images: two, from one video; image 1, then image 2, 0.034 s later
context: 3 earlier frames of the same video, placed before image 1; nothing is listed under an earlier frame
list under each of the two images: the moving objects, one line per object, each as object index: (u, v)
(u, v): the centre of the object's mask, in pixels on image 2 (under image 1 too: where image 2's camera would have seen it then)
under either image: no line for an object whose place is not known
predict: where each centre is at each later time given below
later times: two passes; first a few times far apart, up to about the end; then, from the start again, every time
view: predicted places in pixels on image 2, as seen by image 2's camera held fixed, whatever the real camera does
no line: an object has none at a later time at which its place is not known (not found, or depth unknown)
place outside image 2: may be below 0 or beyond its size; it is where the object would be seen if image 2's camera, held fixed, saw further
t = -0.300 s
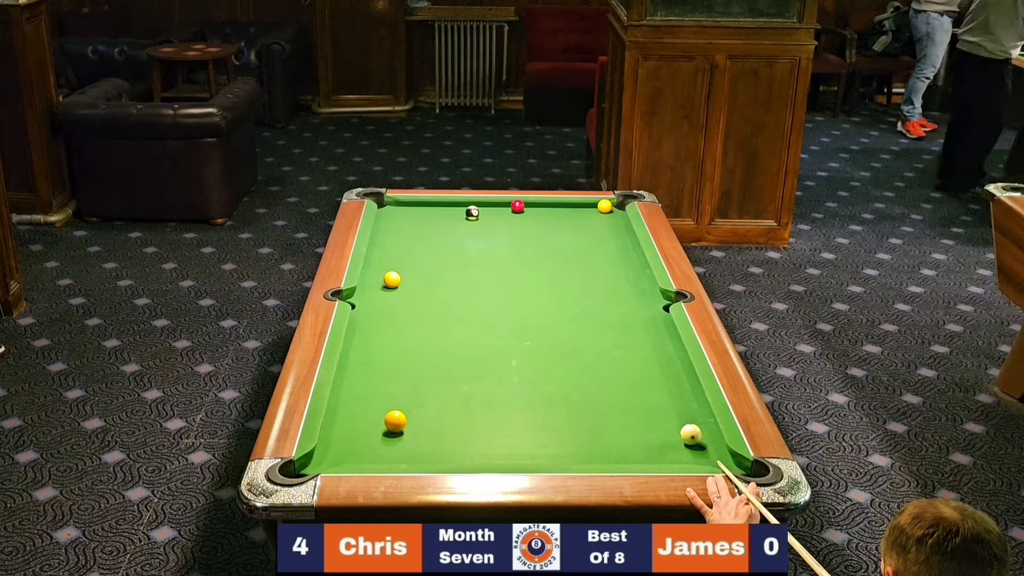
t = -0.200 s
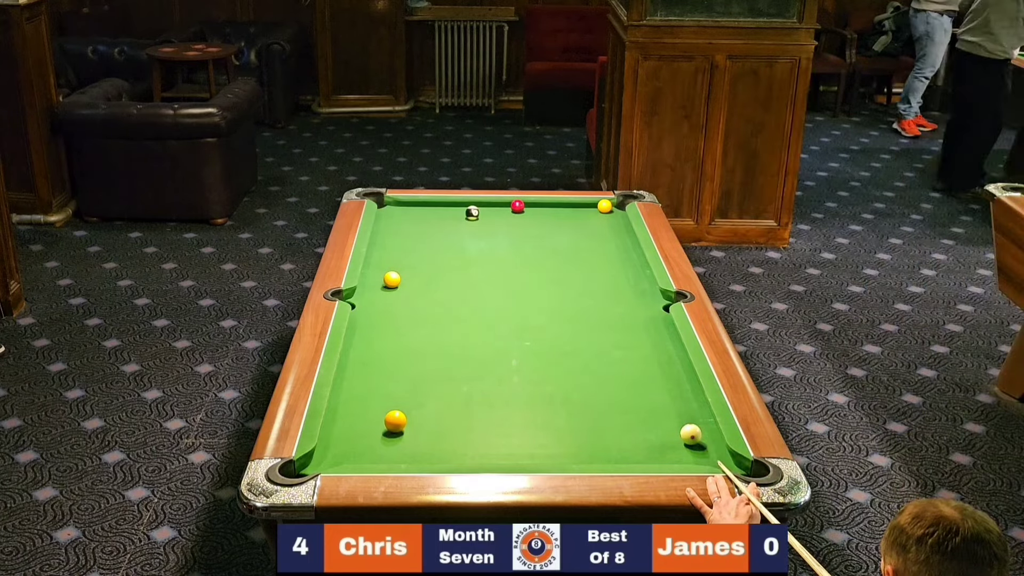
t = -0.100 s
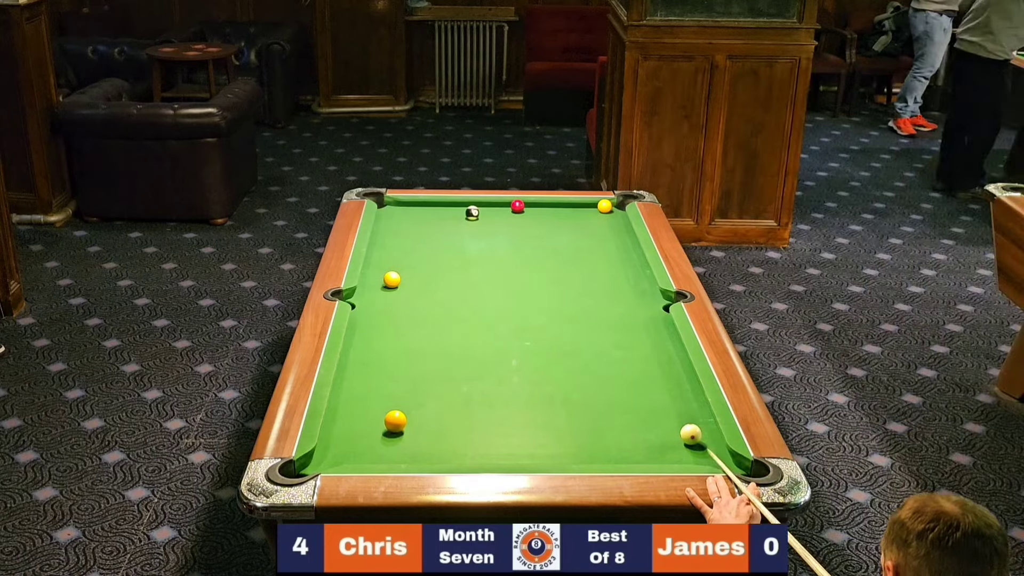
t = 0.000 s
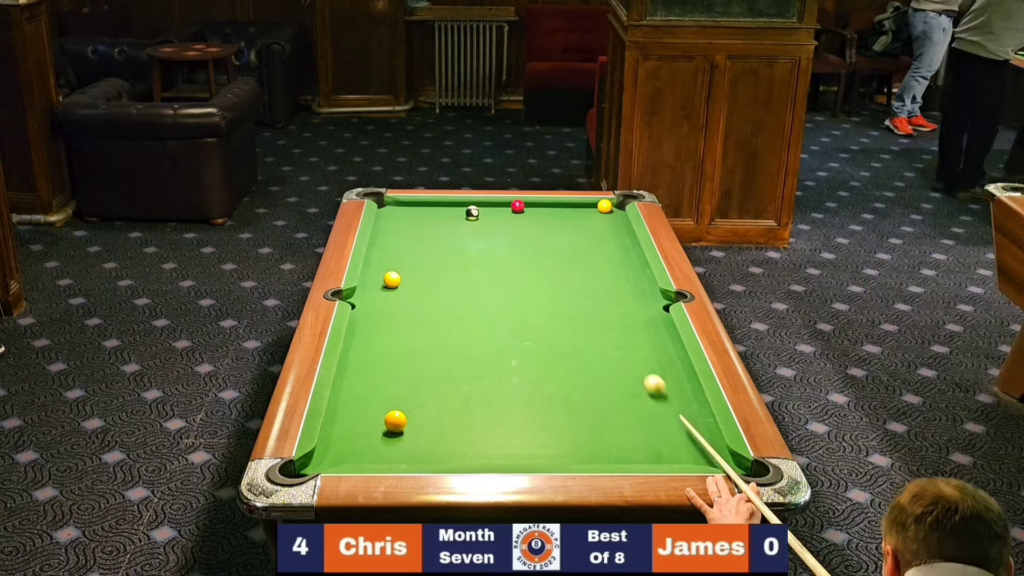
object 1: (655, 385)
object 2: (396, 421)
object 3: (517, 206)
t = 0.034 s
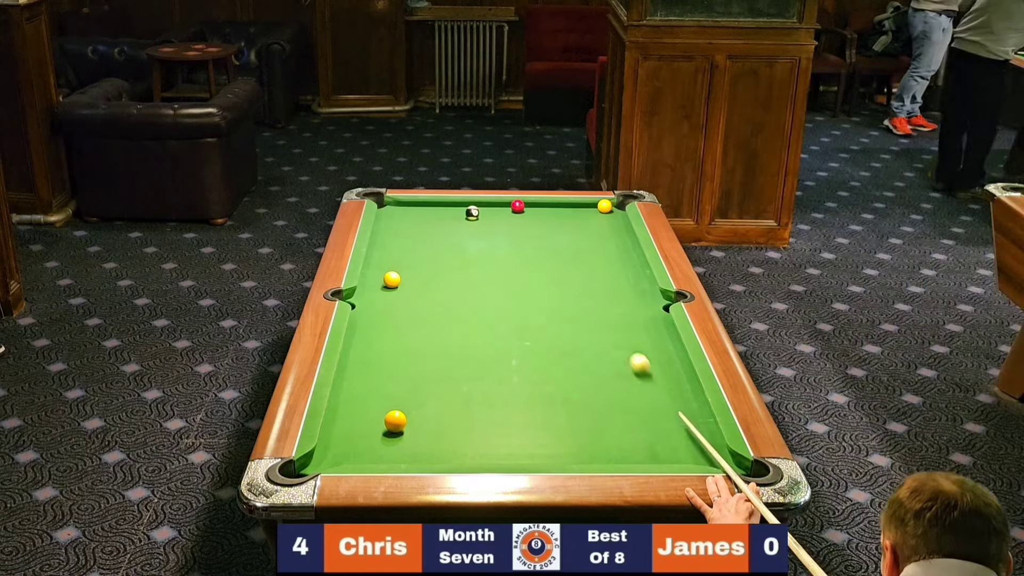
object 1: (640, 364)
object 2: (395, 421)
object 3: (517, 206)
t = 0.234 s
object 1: (572, 273)
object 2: (395, 421)
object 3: (518, 206)
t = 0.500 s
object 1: (543, 207)
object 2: (395, 421)
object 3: (503, 210)
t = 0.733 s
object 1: (590, 215)
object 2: (396, 421)
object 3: (469, 239)
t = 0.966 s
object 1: (623, 221)
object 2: (396, 421)
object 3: (434, 269)
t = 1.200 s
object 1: (602, 228)
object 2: (395, 421)
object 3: (394, 304)
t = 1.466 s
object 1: (579, 236)
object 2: (395, 421)
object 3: (358, 349)
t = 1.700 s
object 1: (560, 243)
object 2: (395, 421)
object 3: (378, 392)
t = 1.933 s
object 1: (541, 249)
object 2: (412, 445)
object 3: (384, 419)
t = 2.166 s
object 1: (522, 256)
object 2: (434, 450)
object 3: (382, 434)
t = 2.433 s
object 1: (502, 262)
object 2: (453, 424)
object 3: (381, 450)
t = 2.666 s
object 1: (485, 268)
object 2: (467, 405)
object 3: (380, 458)
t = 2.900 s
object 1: (469, 273)
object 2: (479, 388)
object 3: (394, 455)
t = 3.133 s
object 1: (455, 279)
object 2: (490, 373)
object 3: (406, 450)
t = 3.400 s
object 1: (439, 284)
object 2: (501, 357)
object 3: (417, 444)
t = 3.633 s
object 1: (427, 288)
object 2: (510, 345)
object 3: (425, 440)
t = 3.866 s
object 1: (416, 292)
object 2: (517, 334)
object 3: (431, 437)
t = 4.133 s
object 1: (405, 296)
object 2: (525, 324)
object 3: (435, 435)
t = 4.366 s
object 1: (397, 299)
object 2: (531, 316)
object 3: (437, 434)
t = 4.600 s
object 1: (391, 301)
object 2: (537, 308)
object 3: (437, 434)
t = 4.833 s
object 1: (386, 303)
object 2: (542, 302)
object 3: (437, 434)
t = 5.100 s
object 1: (383, 304)
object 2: (547, 296)
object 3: (437, 434)
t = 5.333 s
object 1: (382, 305)
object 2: (550, 291)
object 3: (437, 434)
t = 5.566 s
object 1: (381, 305)
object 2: (553, 287)
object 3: (437, 434)
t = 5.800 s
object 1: (381, 305)
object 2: (555, 284)
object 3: (437, 433)
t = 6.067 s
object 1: (381, 305)
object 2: (557, 281)
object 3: (438, 434)
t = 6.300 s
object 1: (381, 306)
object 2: (558, 280)
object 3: (437, 433)
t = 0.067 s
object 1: (626, 346)
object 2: (396, 421)
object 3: (517, 206)
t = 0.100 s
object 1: (614, 330)
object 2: (396, 421)
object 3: (517, 206)
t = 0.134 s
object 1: (602, 314)
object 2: (395, 421)
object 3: (517, 206)
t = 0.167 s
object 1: (592, 300)
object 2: (395, 421)
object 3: (518, 206)
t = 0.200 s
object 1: (582, 286)
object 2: (395, 421)
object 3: (517, 206)
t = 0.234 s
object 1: (572, 273)
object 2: (395, 421)
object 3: (518, 206)
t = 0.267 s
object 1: (563, 262)
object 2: (396, 421)
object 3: (518, 206)
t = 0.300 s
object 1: (555, 250)
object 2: (395, 421)
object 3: (518, 206)
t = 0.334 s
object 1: (547, 240)
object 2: (395, 421)
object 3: (518, 206)
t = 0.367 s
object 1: (540, 229)
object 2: (395, 421)
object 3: (518, 206)
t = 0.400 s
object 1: (532, 220)
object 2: (395, 421)
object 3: (518, 206)
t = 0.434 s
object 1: (526, 210)
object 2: (395, 421)
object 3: (516, 206)
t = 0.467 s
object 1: (535, 209)
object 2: (395, 421)
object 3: (509, 206)
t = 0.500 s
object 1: (543, 207)
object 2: (395, 421)
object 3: (503, 210)
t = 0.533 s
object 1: (551, 205)
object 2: (395, 421)
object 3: (498, 215)
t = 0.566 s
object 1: (559, 206)
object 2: (396, 421)
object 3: (493, 219)
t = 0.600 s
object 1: (566, 208)
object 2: (395, 421)
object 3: (488, 223)
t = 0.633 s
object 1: (573, 210)
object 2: (396, 421)
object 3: (483, 227)
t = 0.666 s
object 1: (579, 212)
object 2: (395, 421)
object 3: (479, 231)
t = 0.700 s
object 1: (585, 214)
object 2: (396, 421)
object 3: (474, 235)
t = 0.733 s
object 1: (590, 215)
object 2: (396, 421)
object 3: (469, 239)
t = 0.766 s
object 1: (595, 216)
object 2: (395, 421)
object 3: (465, 243)
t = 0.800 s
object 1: (600, 217)
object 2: (395, 421)
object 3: (460, 248)
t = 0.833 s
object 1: (605, 218)
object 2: (396, 421)
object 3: (455, 252)
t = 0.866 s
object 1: (610, 219)
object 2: (395, 421)
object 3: (450, 256)
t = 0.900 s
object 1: (615, 220)
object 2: (396, 421)
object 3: (445, 260)
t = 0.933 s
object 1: (620, 220)
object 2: (395, 421)
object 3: (439, 265)
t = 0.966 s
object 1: (623, 221)
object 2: (396, 421)
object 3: (434, 269)
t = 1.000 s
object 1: (620, 222)
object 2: (395, 421)
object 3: (429, 274)
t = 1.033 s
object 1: (617, 223)
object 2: (395, 421)
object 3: (423, 279)
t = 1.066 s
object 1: (614, 224)
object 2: (395, 421)
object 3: (418, 284)
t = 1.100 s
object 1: (611, 225)
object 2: (396, 421)
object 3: (412, 288)
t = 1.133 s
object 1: (608, 226)
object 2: (396, 421)
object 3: (406, 294)
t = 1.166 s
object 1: (605, 227)
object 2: (395, 421)
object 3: (400, 299)
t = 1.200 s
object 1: (602, 228)
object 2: (395, 421)
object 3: (394, 304)
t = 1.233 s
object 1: (599, 229)
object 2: (395, 421)
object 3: (388, 309)
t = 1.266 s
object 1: (596, 230)
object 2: (396, 421)
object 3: (381, 315)
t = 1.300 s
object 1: (594, 231)
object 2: (395, 421)
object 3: (375, 320)
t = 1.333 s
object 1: (591, 232)
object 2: (396, 421)
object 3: (368, 326)
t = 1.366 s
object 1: (588, 233)
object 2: (395, 421)
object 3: (361, 332)
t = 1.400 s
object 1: (585, 234)
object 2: (396, 421)
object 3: (354, 338)
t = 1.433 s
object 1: (582, 235)
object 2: (396, 421)
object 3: (355, 344)
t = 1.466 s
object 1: (579, 236)
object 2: (395, 421)
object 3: (358, 349)
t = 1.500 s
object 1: (576, 237)
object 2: (395, 421)
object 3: (361, 355)
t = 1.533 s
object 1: (573, 238)
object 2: (395, 421)
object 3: (364, 361)
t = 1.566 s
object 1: (571, 239)
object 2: (395, 421)
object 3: (366, 367)
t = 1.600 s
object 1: (568, 240)
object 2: (396, 421)
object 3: (369, 373)
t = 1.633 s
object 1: (565, 241)
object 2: (395, 421)
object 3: (372, 379)
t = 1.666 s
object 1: (563, 242)
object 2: (395, 421)
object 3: (375, 386)
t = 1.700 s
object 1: (560, 243)
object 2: (395, 421)
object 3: (378, 392)
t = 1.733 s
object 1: (557, 244)
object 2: (396, 421)
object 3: (381, 399)
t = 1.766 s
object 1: (554, 245)
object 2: (395, 421)
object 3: (383, 405)
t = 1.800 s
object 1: (551, 245)
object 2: (396, 422)
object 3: (385, 410)
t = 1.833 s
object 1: (549, 246)
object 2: (400, 428)
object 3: (385, 413)
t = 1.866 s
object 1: (546, 247)
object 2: (405, 434)
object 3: (385, 415)
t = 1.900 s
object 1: (543, 248)
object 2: (409, 440)
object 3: (384, 417)
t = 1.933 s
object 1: (541, 249)
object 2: (412, 445)
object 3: (384, 419)
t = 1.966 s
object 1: (538, 250)
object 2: (415, 450)
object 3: (384, 421)
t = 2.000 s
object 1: (535, 251)
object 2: (419, 454)
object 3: (384, 423)
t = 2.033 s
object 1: (533, 252)
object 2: (423, 457)
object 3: (383, 425)
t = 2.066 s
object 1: (530, 253)
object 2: (426, 457)
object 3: (383, 427)
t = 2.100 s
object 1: (527, 254)
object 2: (429, 455)
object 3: (383, 429)
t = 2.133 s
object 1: (525, 255)
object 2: (431, 453)
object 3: (383, 431)
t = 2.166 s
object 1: (522, 256)
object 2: (434, 450)
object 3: (382, 434)
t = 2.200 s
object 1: (520, 256)
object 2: (436, 446)
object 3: (382, 436)
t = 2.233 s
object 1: (517, 257)
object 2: (439, 443)
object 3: (382, 438)
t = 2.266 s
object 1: (514, 258)
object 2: (441, 440)
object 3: (382, 440)
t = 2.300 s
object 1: (512, 259)
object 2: (443, 437)
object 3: (381, 442)
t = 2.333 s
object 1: (509, 260)
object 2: (446, 434)
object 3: (381, 444)
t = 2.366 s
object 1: (507, 261)
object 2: (448, 431)
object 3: (381, 446)
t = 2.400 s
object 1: (504, 262)
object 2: (450, 428)
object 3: (381, 448)
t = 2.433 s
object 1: (502, 262)
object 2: (453, 424)
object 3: (381, 450)
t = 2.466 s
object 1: (500, 263)
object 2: (455, 422)
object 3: (380, 452)
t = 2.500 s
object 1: (497, 264)
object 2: (457, 419)
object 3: (380, 453)
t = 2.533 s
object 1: (495, 265)
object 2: (459, 416)
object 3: (380, 454)
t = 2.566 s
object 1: (492, 266)
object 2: (461, 413)
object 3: (379, 456)
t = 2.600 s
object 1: (490, 267)
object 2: (463, 411)
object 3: (379, 457)
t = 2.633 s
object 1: (488, 267)
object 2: (465, 408)
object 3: (379, 458)
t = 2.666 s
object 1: (485, 268)
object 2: (467, 405)
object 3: (380, 458)
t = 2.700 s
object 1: (483, 269)
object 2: (468, 403)
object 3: (382, 458)
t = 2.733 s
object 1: (481, 270)
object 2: (470, 400)
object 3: (384, 457)
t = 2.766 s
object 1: (478, 270)
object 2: (472, 398)
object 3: (386, 457)
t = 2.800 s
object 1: (476, 271)
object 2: (474, 395)
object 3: (388, 456)
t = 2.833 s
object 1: (474, 272)
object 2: (475, 393)
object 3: (390, 456)
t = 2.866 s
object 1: (472, 273)
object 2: (477, 390)
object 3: (392, 455)
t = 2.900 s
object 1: (469, 273)
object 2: (479, 388)
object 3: (394, 455)
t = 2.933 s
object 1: (467, 274)
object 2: (481, 386)
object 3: (396, 454)
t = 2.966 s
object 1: (465, 275)
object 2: (482, 384)
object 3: (398, 453)
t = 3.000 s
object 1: (463, 276)
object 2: (484, 381)
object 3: (399, 453)
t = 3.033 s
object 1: (461, 276)
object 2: (485, 379)
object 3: (401, 452)
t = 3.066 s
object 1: (459, 277)
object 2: (487, 377)
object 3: (403, 452)
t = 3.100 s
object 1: (457, 278)
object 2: (488, 375)
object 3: (405, 451)
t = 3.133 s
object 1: (455, 279)
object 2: (490, 373)
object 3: (406, 450)
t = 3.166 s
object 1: (453, 279)
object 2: (491, 371)
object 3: (408, 449)
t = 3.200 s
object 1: (451, 280)
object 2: (493, 368)
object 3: (409, 448)
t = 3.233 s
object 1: (449, 280)
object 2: (494, 366)
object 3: (411, 447)
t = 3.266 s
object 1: (447, 281)
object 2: (496, 365)
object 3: (412, 447)
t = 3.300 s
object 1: (445, 282)
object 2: (497, 363)
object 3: (414, 446)
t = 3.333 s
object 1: (443, 283)
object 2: (499, 361)
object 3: (415, 445)
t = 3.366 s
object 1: (441, 283)
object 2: (500, 359)
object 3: (416, 444)
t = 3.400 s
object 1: (439, 284)
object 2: (501, 357)
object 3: (417, 444)
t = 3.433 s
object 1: (437, 284)
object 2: (502, 355)
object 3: (419, 443)
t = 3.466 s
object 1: (435, 285)
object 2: (504, 353)
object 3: (420, 442)
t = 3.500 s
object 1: (433, 286)
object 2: (505, 352)
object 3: (421, 442)
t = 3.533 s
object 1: (432, 286)
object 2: (506, 350)
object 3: (422, 441)
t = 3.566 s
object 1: (430, 287)
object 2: (507, 349)
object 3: (423, 441)
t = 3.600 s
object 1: (428, 288)
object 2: (508, 347)
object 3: (424, 440)
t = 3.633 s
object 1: (427, 288)
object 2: (510, 345)
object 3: (425, 440)
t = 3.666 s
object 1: (425, 289)
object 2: (511, 343)
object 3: (426, 439)
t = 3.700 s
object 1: (423, 289)
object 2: (512, 342)
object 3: (427, 439)
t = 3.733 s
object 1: (422, 290)
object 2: (513, 340)
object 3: (428, 438)
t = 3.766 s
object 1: (420, 290)
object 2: (514, 339)
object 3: (429, 438)
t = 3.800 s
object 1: (419, 291)
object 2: (515, 338)
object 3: (429, 438)
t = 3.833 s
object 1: (417, 291)
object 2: (516, 336)
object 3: (430, 437)
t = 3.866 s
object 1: (416, 292)
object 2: (517, 334)
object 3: (431, 437)
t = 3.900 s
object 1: (414, 292)
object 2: (519, 333)
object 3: (431, 436)
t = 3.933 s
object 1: (413, 293)
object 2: (520, 332)
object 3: (432, 436)
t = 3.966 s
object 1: (412, 294)
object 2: (521, 330)
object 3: (433, 436)
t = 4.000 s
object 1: (410, 294)
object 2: (522, 329)
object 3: (433, 435)
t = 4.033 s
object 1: (409, 294)
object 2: (522, 328)
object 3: (434, 435)
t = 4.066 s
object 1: (408, 295)
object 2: (523, 327)
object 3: (434, 435)
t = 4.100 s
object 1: (406, 295)
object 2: (524, 325)
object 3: (435, 435)
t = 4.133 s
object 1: (405, 296)
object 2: (525, 324)
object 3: (435, 435)
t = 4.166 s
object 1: (404, 296)
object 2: (526, 322)
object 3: (436, 434)
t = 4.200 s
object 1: (403, 297)
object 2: (527, 321)
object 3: (436, 434)
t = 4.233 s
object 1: (402, 297)
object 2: (528, 320)
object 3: (436, 434)
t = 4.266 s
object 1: (400, 297)
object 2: (529, 319)
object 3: (437, 434)
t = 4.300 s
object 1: (399, 298)
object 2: (530, 318)
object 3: (437, 434)
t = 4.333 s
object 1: (398, 298)
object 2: (531, 317)
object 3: (437, 434)
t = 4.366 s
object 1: (397, 299)
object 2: (531, 316)
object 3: (437, 434)
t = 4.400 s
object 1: (396, 299)
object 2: (532, 314)
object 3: (437, 434)
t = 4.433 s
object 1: (395, 299)
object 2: (533, 313)
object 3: (437, 434)
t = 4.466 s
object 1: (394, 300)
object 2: (534, 312)
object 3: (437, 434)
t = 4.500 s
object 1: (393, 300)
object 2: (535, 311)
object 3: (437, 434)
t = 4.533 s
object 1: (393, 300)
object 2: (535, 310)
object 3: (437, 434)
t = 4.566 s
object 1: (392, 300)
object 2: (536, 309)
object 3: (437, 434)
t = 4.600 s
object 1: (391, 301)
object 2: (537, 308)
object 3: (437, 434)
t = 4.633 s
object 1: (390, 301)
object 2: (538, 307)
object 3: (437, 434)
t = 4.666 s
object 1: (389, 301)
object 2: (538, 307)
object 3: (437, 434)
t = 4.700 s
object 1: (389, 302)
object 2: (539, 306)
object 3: (437, 434)
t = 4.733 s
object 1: (388, 302)
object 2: (540, 305)
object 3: (437, 434)
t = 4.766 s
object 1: (387, 302)
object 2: (540, 304)
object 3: (437, 434)
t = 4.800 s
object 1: (387, 303)
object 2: (541, 303)
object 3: (437, 434)
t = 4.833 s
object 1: (386, 303)
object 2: (542, 302)
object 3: (437, 434)
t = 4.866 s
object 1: (385, 303)
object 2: (542, 301)
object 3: (437, 434)
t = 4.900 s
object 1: (385, 303)
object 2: (543, 301)
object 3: (437, 434)
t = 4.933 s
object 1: (385, 304)
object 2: (544, 300)
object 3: (437, 434)
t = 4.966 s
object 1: (384, 304)
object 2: (544, 299)
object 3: (437, 434)
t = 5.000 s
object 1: (384, 304)
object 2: (545, 298)
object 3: (437, 434)
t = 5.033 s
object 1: (383, 304)
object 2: (545, 297)
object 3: (437, 434)
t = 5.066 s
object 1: (383, 304)
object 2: (546, 297)
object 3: (437, 434)
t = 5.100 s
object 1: (383, 304)
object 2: (547, 296)
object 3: (437, 434)
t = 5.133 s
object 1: (382, 305)
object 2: (547, 295)
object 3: (437, 434)
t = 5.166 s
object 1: (382, 305)
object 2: (547, 294)
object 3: (437, 434)
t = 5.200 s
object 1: (382, 305)
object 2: (548, 294)
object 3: (437, 433)
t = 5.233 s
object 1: (382, 305)
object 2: (548, 293)
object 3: (437, 433)
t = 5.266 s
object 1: (382, 305)
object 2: (549, 293)
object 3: (437, 434)
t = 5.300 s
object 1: (382, 305)
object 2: (550, 292)
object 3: (437, 434)
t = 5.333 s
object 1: (382, 305)
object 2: (550, 291)
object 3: (437, 434)
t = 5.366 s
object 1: (382, 305)
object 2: (550, 291)
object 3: (437, 433)
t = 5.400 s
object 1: (381, 305)
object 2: (551, 290)
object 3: (437, 433)
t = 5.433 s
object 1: (381, 305)
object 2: (551, 289)
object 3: (437, 433)
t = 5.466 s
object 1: (381, 305)
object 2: (552, 289)
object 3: (437, 433)
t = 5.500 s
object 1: (381, 305)
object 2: (552, 288)
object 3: (437, 434)
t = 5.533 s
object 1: (381, 305)
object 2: (552, 288)
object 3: (437, 434)
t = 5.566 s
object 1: (381, 305)
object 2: (553, 287)
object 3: (437, 434)
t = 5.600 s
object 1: (381, 305)
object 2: (553, 287)
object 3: (437, 433)
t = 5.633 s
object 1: (381, 305)
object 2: (553, 286)
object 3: (437, 433)
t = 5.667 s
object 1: (381, 305)
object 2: (554, 286)
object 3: (437, 433)
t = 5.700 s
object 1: (381, 305)
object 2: (554, 286)
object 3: (437, 434)
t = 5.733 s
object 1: (382, 305)
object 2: (554, 285)
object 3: (437, 434)
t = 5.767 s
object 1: (382, 305)
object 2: (555, 285)
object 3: (438, 433)
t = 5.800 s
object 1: (381, 305)
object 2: (555, 284)
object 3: (437, 433)
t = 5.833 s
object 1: (381, 305)
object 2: (555, 284)
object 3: (437, 433)
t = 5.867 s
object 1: (381, 305)
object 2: (555, 283)
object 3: (437, 434)
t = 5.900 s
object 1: (381, 305)
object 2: (555, 283)
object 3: (437, 434)
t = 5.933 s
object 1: (381, 305)
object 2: (556, 283)
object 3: (437, 433)
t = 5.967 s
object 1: (381, 305)
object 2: (556, 282)
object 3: (438, 433)
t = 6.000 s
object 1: (381, 305)
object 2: (556, 282)
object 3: (437, 433)
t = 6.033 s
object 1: (381, 305)
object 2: (557, 282)
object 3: (437, 434)
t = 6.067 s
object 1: (381, 305)
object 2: (557, 281)
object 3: (438, 434)
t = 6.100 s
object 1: (381, 305)
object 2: (557, 281)
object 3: (438, 433)
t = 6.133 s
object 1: (381, 305)
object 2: (557, 281)
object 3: (437, 433)
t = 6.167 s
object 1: (381, 306)
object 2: (557, 281)
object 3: (437, 434)
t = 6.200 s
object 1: (382, 305)
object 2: (558, 280)
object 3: (438, 433)
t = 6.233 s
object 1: (381, 305)
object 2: (558, 280)
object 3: (437, 433)
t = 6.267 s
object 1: (381, 305)
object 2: (558, 280)
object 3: (437, 433)
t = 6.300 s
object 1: (381, 306)
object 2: (558, 280)
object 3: (437, 433)
